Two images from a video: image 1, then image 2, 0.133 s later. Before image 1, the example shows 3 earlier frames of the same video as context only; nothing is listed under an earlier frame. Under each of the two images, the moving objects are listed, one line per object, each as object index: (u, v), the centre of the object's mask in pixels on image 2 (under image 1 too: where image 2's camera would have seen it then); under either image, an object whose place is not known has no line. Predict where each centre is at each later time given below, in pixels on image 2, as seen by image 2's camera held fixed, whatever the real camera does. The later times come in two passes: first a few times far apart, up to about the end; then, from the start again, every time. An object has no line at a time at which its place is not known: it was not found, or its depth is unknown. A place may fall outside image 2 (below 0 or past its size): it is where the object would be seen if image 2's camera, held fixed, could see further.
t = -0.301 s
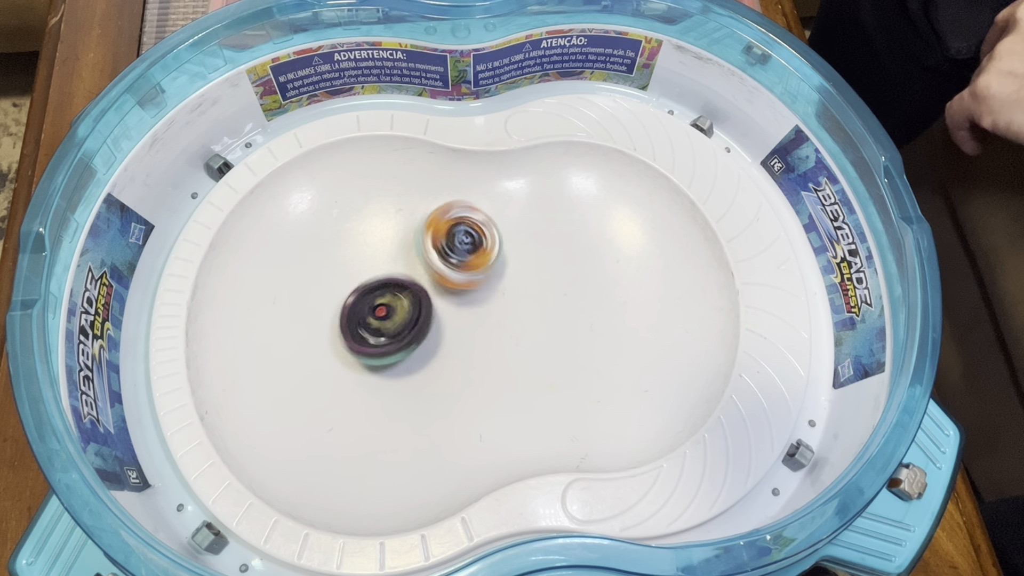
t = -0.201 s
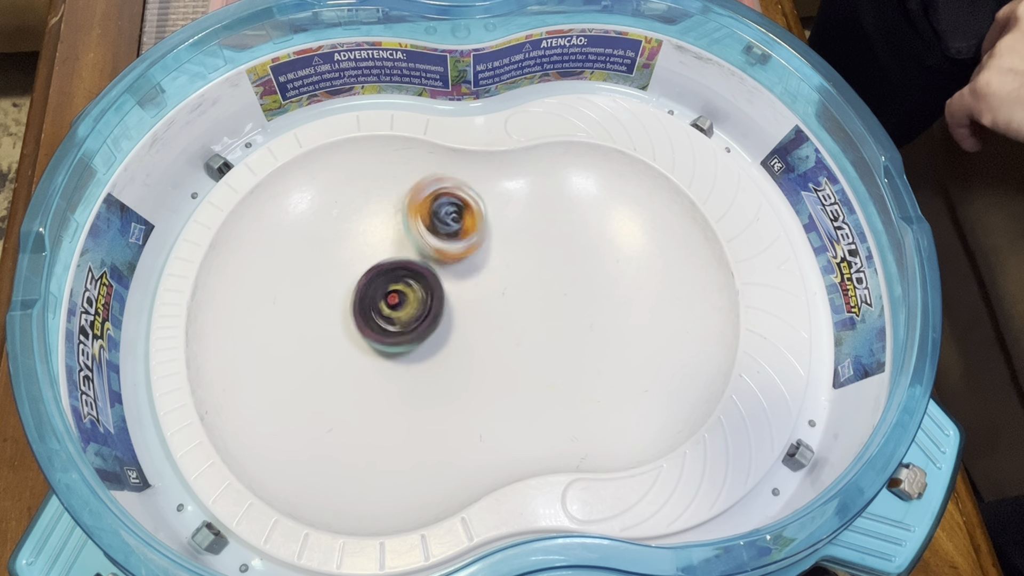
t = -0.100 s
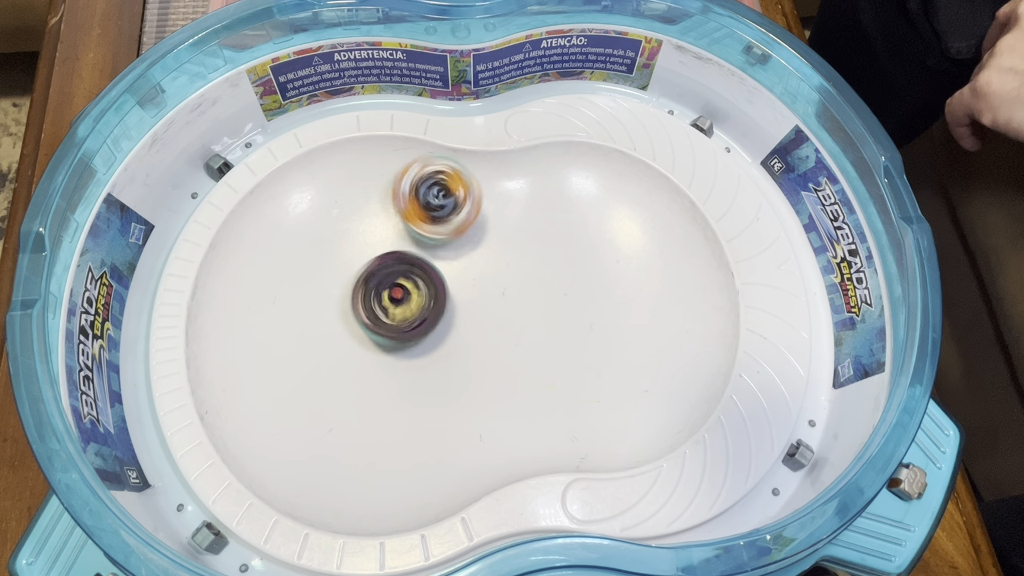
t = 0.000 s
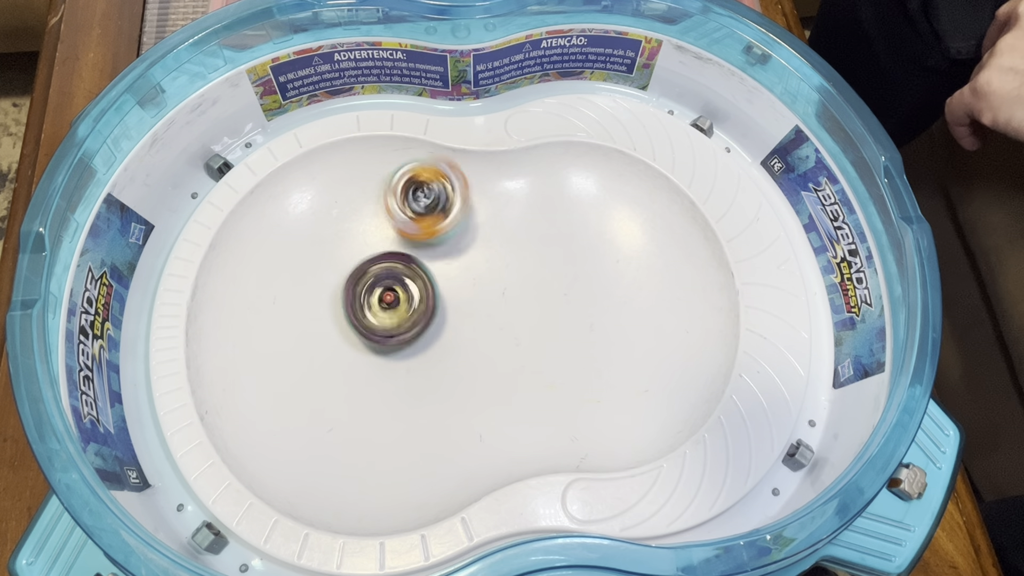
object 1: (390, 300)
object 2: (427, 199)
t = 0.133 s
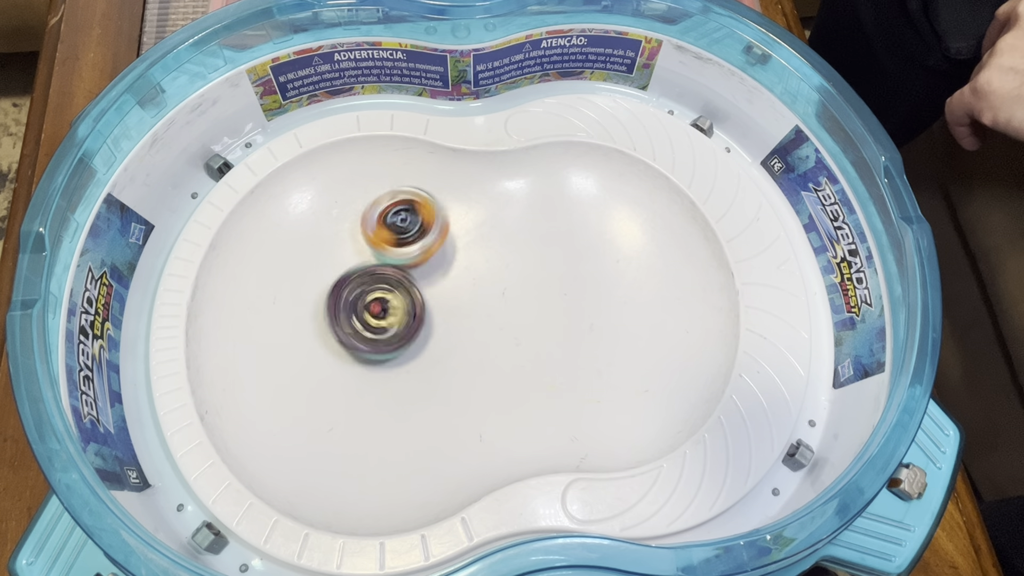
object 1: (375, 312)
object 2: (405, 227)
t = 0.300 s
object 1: (370, 350)
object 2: (372, 237)
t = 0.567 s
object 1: (399, 368)
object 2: (316, 306)
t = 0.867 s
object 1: (410, 308)
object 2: (312, 374)
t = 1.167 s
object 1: (355, 296)
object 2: (420, 363)
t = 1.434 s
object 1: (369, 337)
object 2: (496, 329)
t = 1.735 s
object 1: (418, 306)
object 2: (548, 307)
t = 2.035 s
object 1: (385, 295)
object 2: (569, 300)
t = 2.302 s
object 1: (379, 347)
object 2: (557, 296)
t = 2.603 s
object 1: (409, 336)
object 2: (530, 276)
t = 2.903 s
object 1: (358, 312)
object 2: (474, 272)
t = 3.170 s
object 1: (352, 337)
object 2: (412, 275)
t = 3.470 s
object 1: (408, 332)
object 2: (377, 236)
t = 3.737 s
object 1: (430, 329)
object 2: (353, 227)
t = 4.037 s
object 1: (414, 331)
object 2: (356, 263)
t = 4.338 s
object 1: (386, 345)
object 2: (310, 301)
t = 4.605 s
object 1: (373, 361)
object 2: (342, 290)
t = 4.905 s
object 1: (371, 360)
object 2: (418, 299)
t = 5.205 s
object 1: (373, 355)
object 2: (423, 300)
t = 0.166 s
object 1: (373, 321)
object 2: (402, 230)
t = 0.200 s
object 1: (373, 326)
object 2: (394, 234)
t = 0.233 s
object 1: (371, 334)
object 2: (385, 233)
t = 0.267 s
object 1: (369, 341)
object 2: (378, 234)
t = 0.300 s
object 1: (370, 350)
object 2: (372, 237)
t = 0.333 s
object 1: (372, 355)
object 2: (365, 242)
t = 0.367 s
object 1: (376, 361)
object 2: (354, 252)
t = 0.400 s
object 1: (379, 365)
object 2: (346, 259)
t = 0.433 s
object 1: (384, 368)
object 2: (338, 266)
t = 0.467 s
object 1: (387, 370)
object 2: (334, 273)
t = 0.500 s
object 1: (392, 371)
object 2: (329, 284)
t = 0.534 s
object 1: (397, 371)
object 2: (321, 297)
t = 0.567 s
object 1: (399, 368)
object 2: (316, 306)
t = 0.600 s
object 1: (401, 365)
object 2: (314, 315)
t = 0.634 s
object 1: (400, 361)
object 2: (314, 326)
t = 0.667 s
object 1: (403, 355)
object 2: (312, 337)
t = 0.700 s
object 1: (410, 347)
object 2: (304, 343)
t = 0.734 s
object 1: (412, 337)
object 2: (302, 349)
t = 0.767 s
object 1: (410, 331)
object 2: (304, 354)
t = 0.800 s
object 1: (410, 323)
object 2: (308, 363)
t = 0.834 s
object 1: (410, 317)
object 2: (309, 370)
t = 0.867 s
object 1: (410, 308)
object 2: (312, 374)
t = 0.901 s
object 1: (407, 301)
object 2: (319, 373)
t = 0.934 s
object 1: (401, 293)
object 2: (332, 373)
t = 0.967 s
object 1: (394, 291)
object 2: (347, 376)
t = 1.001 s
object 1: (389, 289)
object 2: (359, 380)
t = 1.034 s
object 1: (384, 287)
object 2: (368, 378)
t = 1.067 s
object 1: (377, 284)
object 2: (380, 371)
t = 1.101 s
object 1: (367, 286)
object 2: (397, 366)
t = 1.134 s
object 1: (360, 291)
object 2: (410, 365)
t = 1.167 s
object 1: (355, 296)
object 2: (420, 363)
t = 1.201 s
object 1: (351, 302)
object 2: (429, 360)
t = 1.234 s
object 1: (349, 308)
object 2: (439, 352)
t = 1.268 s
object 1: (349, 313)
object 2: (452, 348)
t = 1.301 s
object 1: (349, 317)
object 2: (466, 344)
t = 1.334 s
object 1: (351, 323)
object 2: (474, 344)
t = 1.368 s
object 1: (354, 329)
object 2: (481, 340)
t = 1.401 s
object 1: (362, 335)
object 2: (488, 336)
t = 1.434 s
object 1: (369, 337)
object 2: (496, 329)
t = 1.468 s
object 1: (377, 339)
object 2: (505, 325)
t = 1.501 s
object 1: (384, 340)
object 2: (515, 322)
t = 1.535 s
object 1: (392, 339)
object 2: (520, 322)
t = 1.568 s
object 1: (398, 337)
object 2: (523, 319)
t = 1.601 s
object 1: (404, 333)
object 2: (526, 314)
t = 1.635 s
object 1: (410, 329)
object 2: (534, 308)
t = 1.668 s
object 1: (416, 320)
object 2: (542, 307)
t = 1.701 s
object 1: (417, 313)
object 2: (546, 308)
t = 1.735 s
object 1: (418, 306)
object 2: (548, 307)
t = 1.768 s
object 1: (417, 301)
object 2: (550, 304)
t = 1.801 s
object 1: (417, 295)
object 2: (554, 301)
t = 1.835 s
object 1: (415, 290)
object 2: (559, 300)
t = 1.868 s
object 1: (412, 286)
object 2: (563, 301)
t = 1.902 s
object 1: (407, 284)
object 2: (564, 303)
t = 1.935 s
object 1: (402, 283)
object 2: (564, 303)
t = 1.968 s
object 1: (395, 285)
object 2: (564, 301)
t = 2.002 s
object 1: (390, 290)
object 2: (567, 299)
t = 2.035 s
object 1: (385, 295)
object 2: (569, 300)
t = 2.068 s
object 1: (380, 299)
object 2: (569, 302)
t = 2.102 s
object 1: (376, 305)
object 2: (566, 303)
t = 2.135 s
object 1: (371, 312)
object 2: (564, 300)
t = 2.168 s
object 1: (370, 321)
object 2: (564, 298)
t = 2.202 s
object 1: (370, 327)
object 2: (565, 297)
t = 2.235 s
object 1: (371, 335)
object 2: (566, 298)
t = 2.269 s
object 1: (373, 340)
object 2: (562, 298)
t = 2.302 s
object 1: (379, 347)
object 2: (557, 296)
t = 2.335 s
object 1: (383, 349)
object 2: (554, 291)
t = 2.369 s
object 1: (388, 352)
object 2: (555, 289)
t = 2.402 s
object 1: (393, 354)
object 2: (553, 288)
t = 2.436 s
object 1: (398, 356)
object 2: (550, 287)
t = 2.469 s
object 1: (404, 352)
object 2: (544, 286)
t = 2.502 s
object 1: (406, 351)
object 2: (539, 282)
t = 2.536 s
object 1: (409, 346)
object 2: (535, 278)
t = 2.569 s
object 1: (409, 343)
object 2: (533, 276)
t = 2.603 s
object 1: (409, 336)
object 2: (530, 276)
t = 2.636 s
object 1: (406, 331)
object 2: (526, 275)
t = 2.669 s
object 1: (404, 325)
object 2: (519, 275)
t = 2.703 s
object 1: (399, 321)
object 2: (513, 273)
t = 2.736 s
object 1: (394, 315)
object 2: (508, 270)
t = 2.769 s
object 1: (386, 312)
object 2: (504, 269)
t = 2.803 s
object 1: (378, 312)
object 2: (500, 269)
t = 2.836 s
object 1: (371, 312)
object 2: (493, 272)
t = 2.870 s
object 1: (364, 312)
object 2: (483, 272)
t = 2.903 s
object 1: (358, 312)
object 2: (474, 272)
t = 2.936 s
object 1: (350, 313)
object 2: (469, 271)
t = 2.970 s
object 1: (346, 317)
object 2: (463, 273)
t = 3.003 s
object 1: (342, 319)
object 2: (455, 274)
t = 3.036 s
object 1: (341, 324)
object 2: (445, 277)
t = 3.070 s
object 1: (342, 327)
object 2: (435, 278)
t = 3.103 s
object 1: (345, 331)
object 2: (423, 279)
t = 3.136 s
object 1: (351, 333)
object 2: (414, 280)
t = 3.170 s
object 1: (352, 337)
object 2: (412, 275)
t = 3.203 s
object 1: (356, 343)
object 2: (407, 271)
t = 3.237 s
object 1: (362, 347)
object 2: (402, 269)
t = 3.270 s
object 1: (371, 350)
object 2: (397, 262)
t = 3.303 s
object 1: (379, 349)
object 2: (394, 256)
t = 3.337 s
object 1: (385, 348)
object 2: (391, 251)
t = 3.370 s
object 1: (393, 346)
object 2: (387, 246)
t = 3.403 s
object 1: (398, 342)
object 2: (382, 241)
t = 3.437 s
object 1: (403, 338)
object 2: (379, 239)
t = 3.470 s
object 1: (408, 332)
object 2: (377, 236)
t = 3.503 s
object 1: (412, 325)
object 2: (375, 237)
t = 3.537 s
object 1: (413, 320)
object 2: (374, 240)
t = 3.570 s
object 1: (415, 317)
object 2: (370, 241)
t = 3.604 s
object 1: (420, 320)
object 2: (361, 236)
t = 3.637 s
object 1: (424, 323)
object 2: (356, 233)
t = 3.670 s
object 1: (427, 325)
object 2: (352, 229)
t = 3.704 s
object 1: (430, 327)
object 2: (351, 227)
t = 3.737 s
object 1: (430, 329)
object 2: (353, 227)
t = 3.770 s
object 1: (431, 328)
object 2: (356, 230)
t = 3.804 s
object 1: (430, 327)
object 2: (359, 236)
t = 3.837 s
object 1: (429, 325)
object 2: (355, 240)
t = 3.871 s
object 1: (426, 327)
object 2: (357, 239)
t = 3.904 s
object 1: (424, 327)
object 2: (362, 240)
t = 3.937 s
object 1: (421, 327)
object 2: (364, 245)
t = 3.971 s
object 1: (417, 328)
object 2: (363, 251)
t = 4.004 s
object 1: (415, 329)
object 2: (359, 257)
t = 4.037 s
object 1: (414, 331)
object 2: (356, 263)
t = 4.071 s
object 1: (413, 331)
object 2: (352, 269)
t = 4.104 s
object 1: (411, 331)
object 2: (344, 277)
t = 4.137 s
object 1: (409, 331)
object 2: (336, 284)
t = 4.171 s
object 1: (408, 332)
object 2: (331, 289)
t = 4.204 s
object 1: (404, 334)
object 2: (325, 295)
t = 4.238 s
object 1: (400, 336)
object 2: (319, 300)
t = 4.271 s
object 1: (395, 339)
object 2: (313, 303)
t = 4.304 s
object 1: (390, 341)
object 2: (311, 303)
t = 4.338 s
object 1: (386, 345)
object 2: (310, 301)
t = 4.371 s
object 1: (382, 349)
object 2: (311, 298)
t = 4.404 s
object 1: (377, 351)
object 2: (316, 296)
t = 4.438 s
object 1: (375, 354)
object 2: (319, 297)
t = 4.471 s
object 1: (373, 355)
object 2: (319, 297)
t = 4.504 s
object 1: (372, 356)
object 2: (320, 294)
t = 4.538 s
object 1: (372, 357)
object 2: (324, 293)
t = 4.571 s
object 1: (374, 359)
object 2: (332, 290)
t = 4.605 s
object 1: (373, 361)
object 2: (342, 290)
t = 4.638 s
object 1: (373, 364)
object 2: (353, 292)
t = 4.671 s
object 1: (372, 364)
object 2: (365, 294)
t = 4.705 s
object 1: (371, 364)
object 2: (378, 297)
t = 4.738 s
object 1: (369, 366)
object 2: (389, 299)
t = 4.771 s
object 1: (369, 366)
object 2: (398, 301)
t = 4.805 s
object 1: (369, 366)
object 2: (406, 301)
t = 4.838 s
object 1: (369, 365)
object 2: (411, 300)
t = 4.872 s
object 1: (370, 363)
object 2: (415, 299)
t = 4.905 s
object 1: (371, 360)
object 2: (418, 299)
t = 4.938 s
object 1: (372, 358)
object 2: (421, 300)
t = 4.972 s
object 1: (372, 357)
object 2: (423, 300)
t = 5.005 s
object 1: (372, 356)
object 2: (423, 300)
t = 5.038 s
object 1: (373, 356)
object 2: (424, 300)
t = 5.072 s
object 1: (373, 355)
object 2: (424, 300)
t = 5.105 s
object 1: (373, 355)
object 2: (424, 300)
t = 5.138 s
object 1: (373, 355)
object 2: (423, 300)
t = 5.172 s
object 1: (373, 355)
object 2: (423, 300)
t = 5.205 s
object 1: (373, 355)
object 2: (423, 300)
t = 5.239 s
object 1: (373, 355)
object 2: (423, 300)
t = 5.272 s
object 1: (373, 355)
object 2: (423, 300)
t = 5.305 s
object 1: (373, 355)
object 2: (423, 300)
